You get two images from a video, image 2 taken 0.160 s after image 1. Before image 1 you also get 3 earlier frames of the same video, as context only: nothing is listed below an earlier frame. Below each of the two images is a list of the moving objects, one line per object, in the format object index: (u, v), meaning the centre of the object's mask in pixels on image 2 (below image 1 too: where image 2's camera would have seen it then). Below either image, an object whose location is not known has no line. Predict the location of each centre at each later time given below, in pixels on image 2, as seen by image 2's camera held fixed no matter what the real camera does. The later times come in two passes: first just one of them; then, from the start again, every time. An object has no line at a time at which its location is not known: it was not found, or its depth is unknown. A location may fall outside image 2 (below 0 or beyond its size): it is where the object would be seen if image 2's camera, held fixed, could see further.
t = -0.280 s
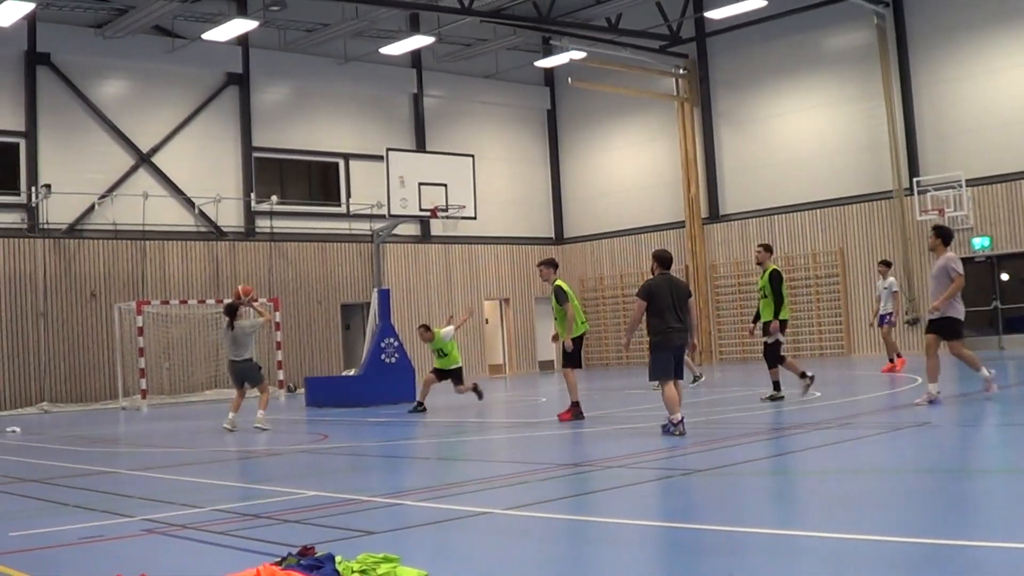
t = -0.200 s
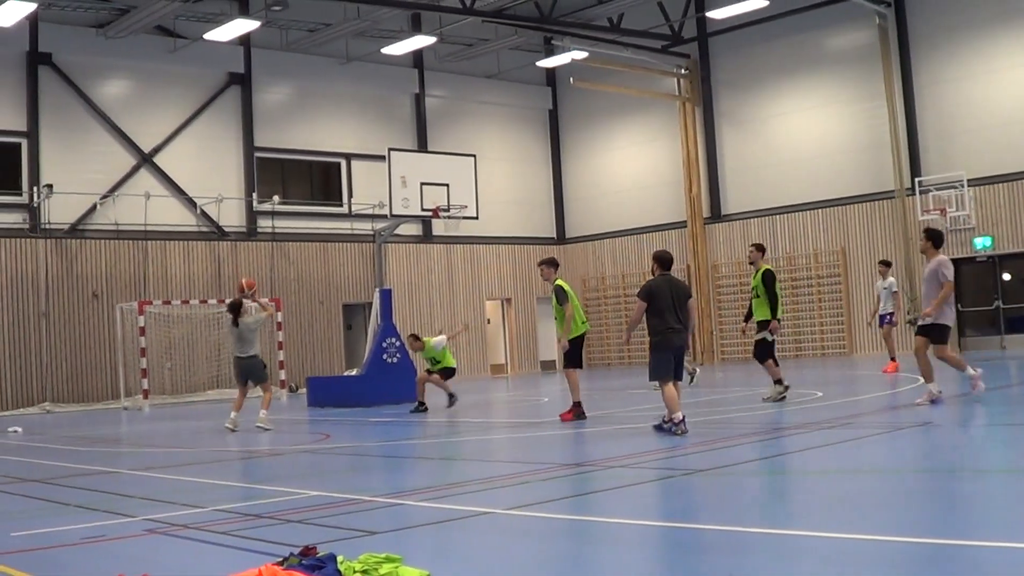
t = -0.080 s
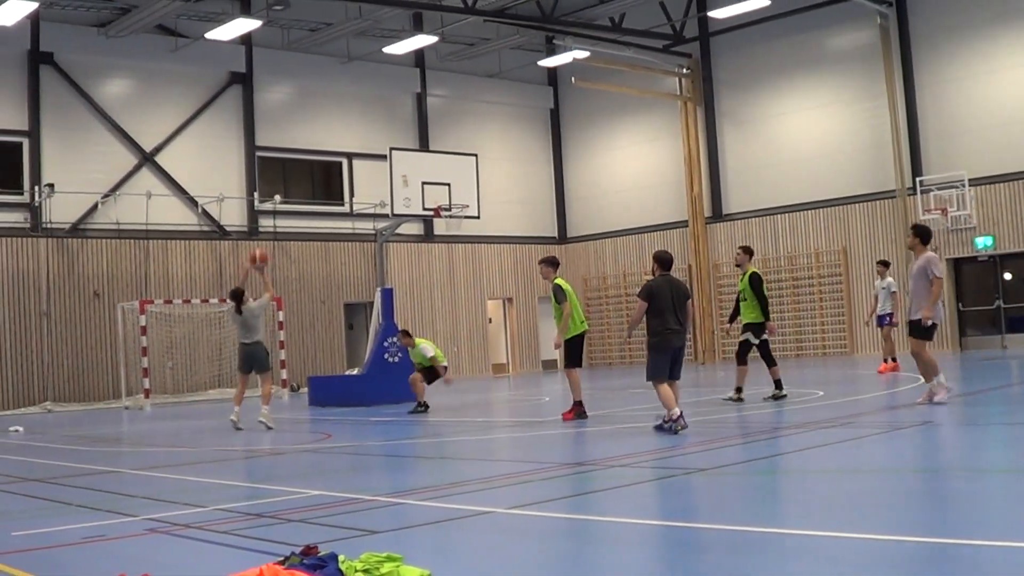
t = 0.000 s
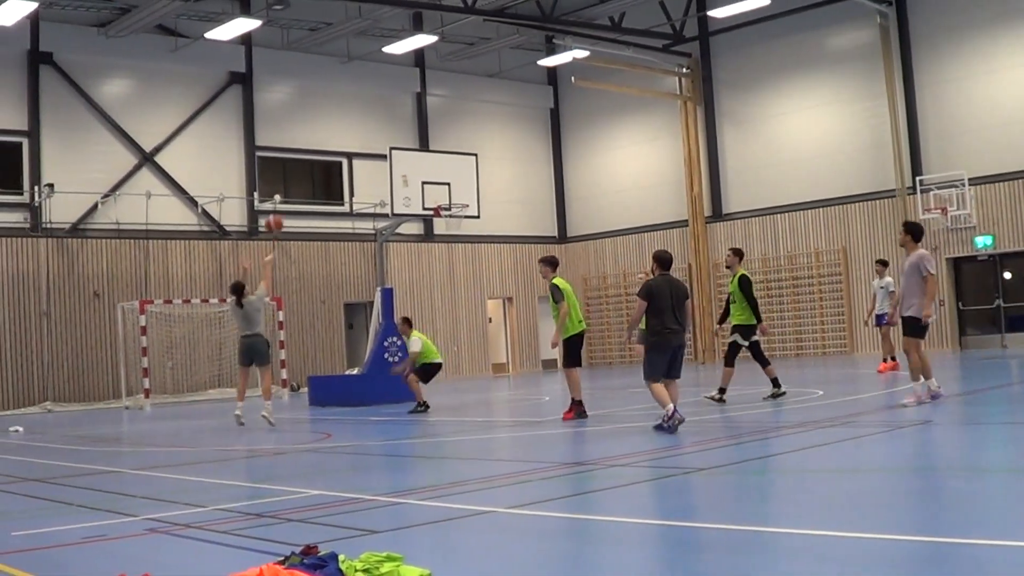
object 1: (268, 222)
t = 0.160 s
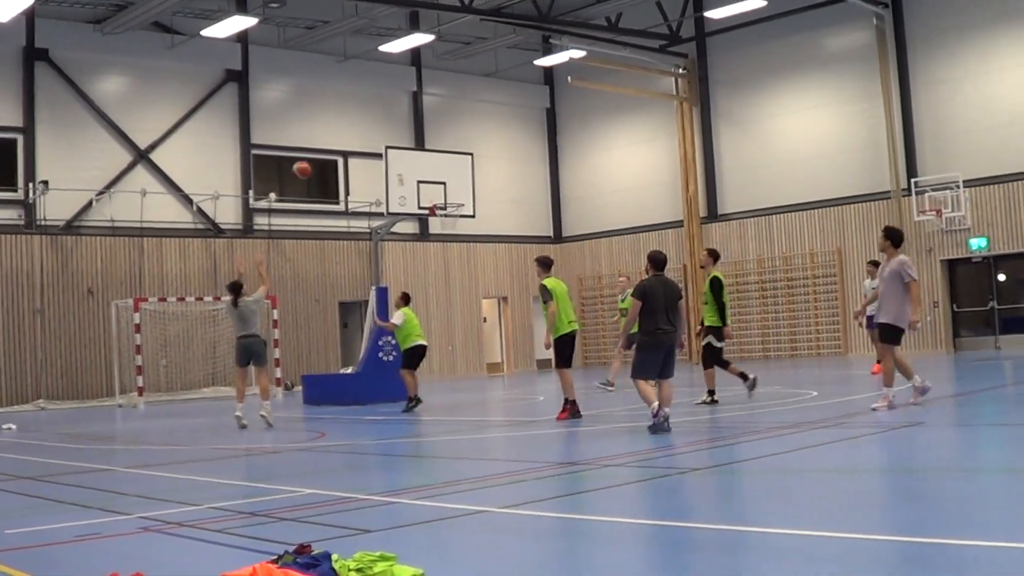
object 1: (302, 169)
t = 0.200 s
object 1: (309, 159)
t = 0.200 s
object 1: (309, 159)
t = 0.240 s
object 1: (316, 151)
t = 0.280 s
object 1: (321, 144)
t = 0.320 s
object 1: (327, 138)
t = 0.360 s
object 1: (334, 134)
